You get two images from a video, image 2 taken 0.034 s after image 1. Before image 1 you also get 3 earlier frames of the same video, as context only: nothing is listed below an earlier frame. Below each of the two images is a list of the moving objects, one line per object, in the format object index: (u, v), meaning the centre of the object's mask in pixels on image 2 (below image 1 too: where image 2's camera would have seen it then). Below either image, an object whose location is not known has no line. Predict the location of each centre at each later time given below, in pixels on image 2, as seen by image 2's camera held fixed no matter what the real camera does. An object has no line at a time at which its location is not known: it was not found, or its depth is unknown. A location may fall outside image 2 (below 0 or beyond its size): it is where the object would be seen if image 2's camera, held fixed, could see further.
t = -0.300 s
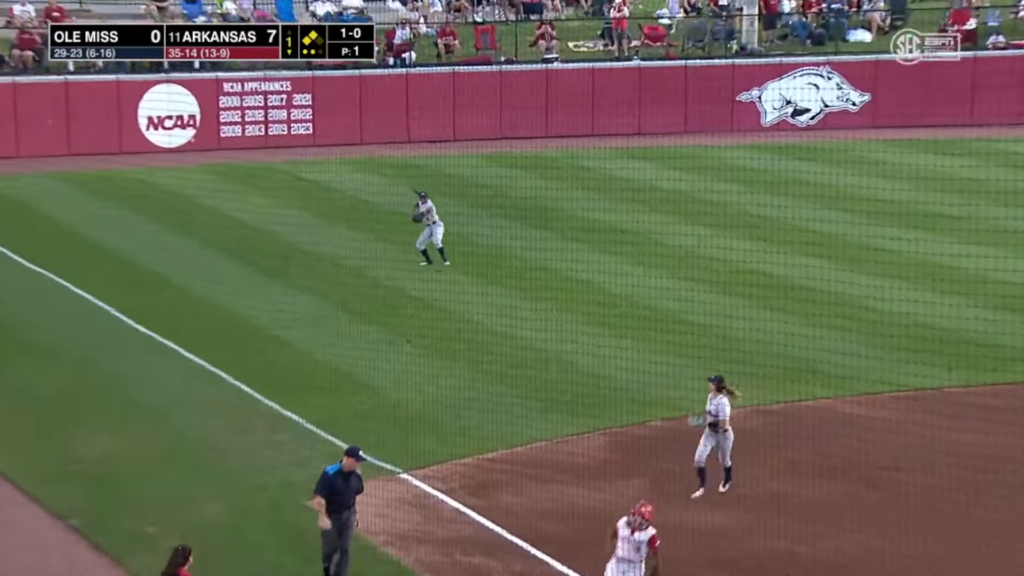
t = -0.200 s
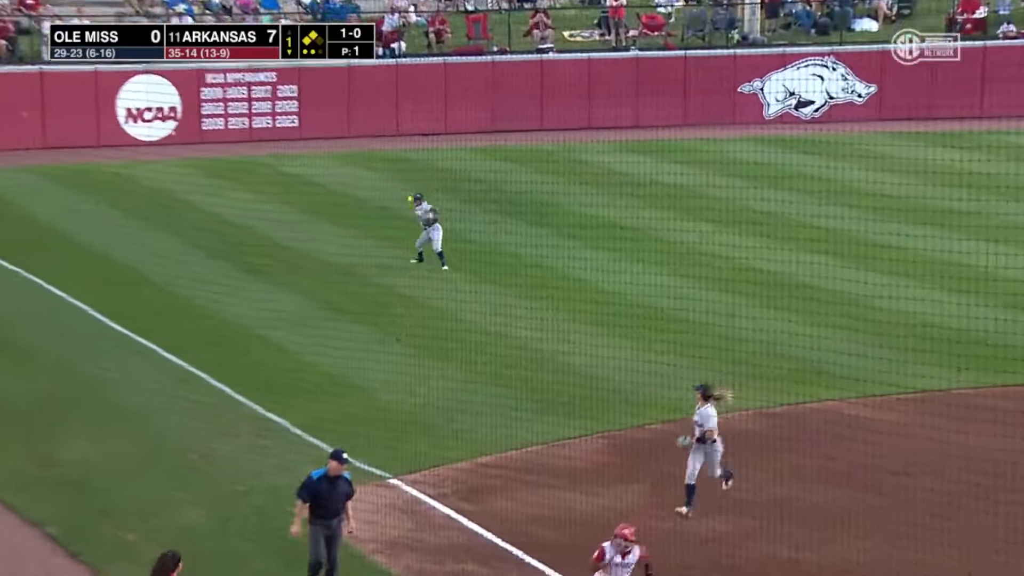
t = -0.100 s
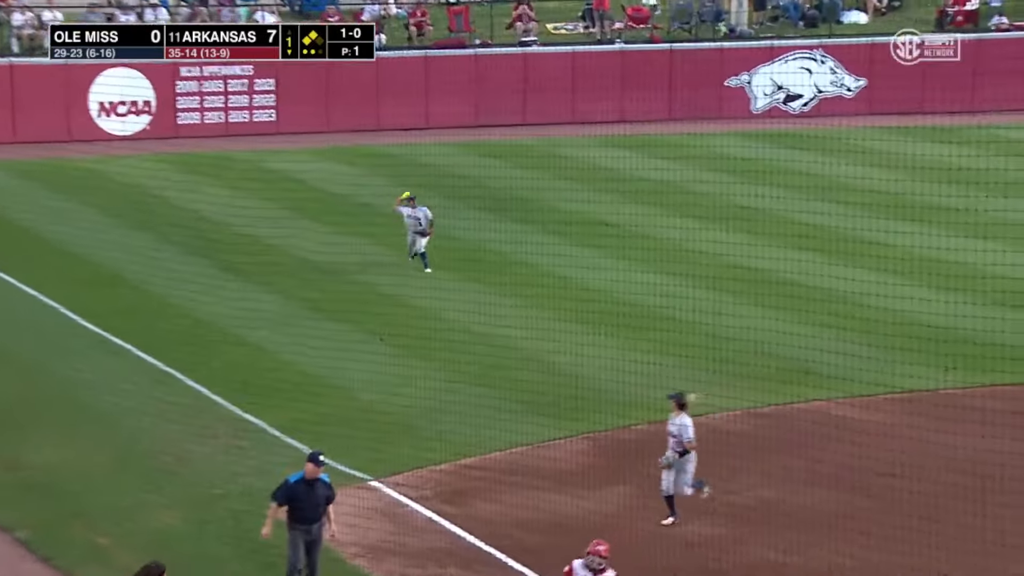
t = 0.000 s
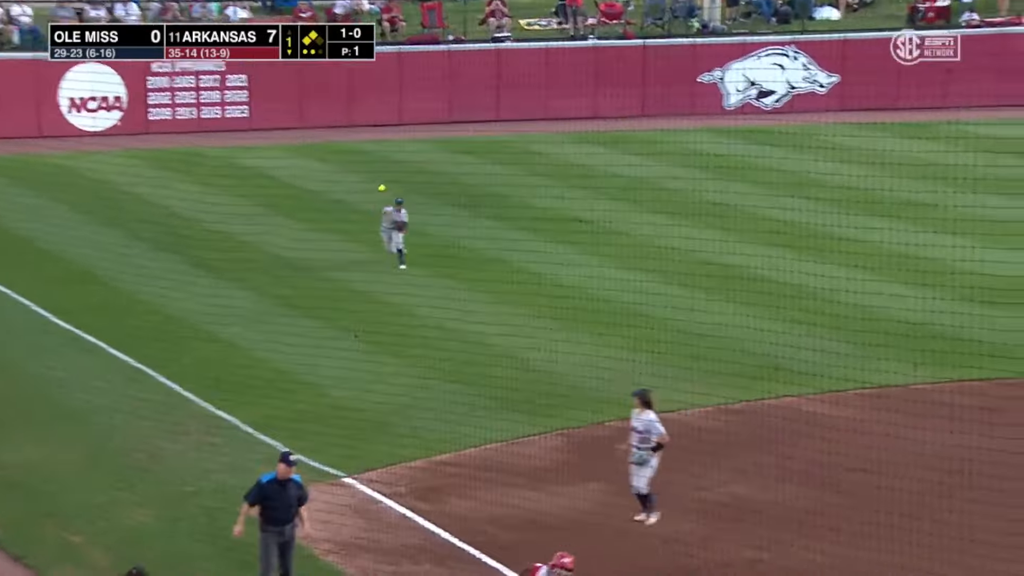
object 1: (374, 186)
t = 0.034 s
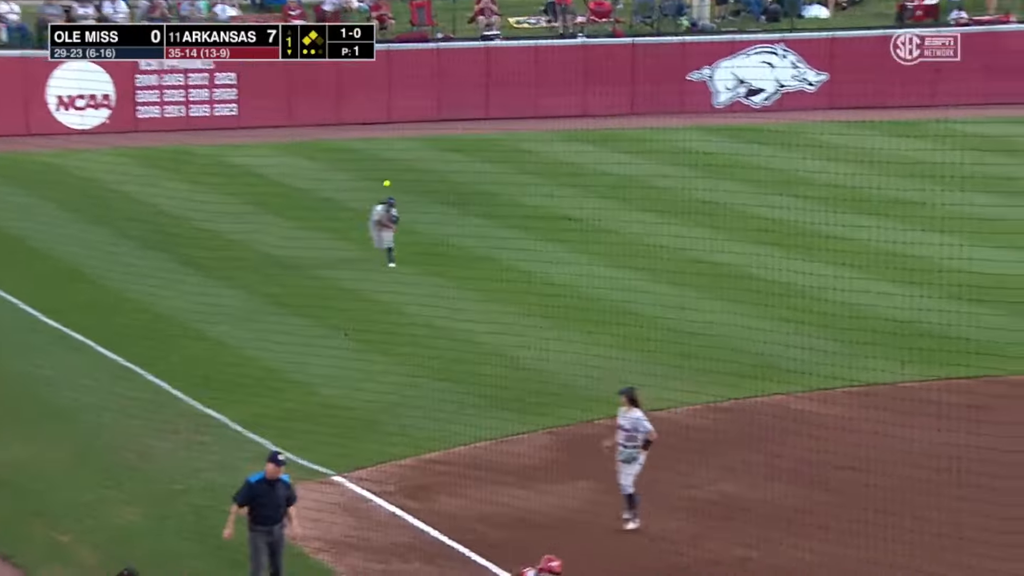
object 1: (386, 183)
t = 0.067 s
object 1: (400, 180)
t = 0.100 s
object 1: (415, 178)
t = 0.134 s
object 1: (429, 175)
